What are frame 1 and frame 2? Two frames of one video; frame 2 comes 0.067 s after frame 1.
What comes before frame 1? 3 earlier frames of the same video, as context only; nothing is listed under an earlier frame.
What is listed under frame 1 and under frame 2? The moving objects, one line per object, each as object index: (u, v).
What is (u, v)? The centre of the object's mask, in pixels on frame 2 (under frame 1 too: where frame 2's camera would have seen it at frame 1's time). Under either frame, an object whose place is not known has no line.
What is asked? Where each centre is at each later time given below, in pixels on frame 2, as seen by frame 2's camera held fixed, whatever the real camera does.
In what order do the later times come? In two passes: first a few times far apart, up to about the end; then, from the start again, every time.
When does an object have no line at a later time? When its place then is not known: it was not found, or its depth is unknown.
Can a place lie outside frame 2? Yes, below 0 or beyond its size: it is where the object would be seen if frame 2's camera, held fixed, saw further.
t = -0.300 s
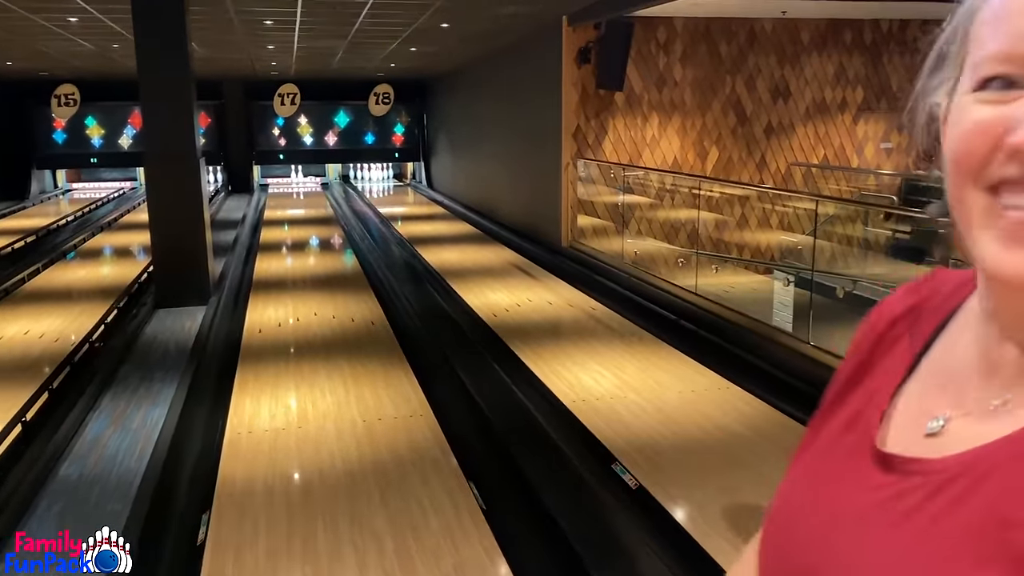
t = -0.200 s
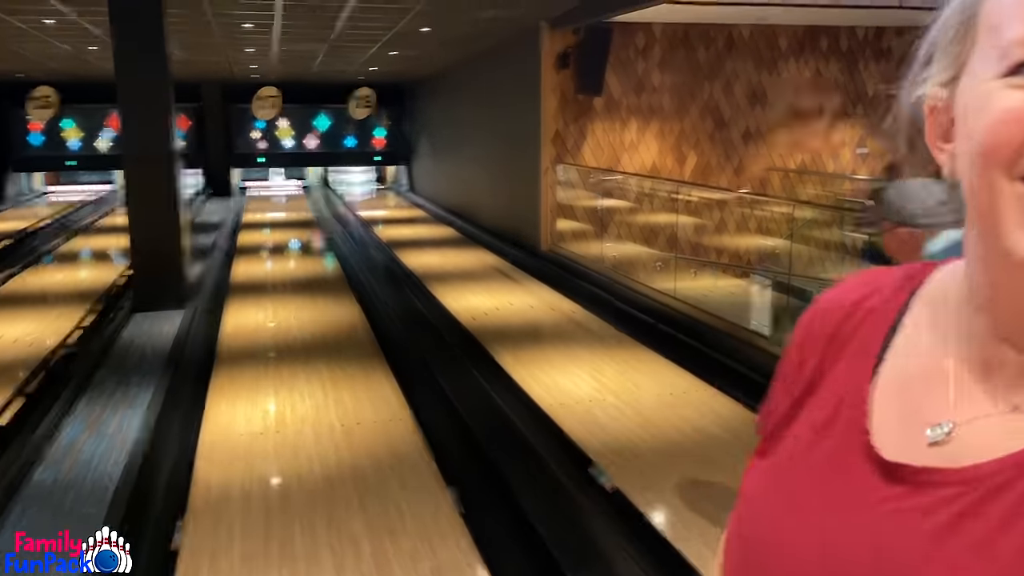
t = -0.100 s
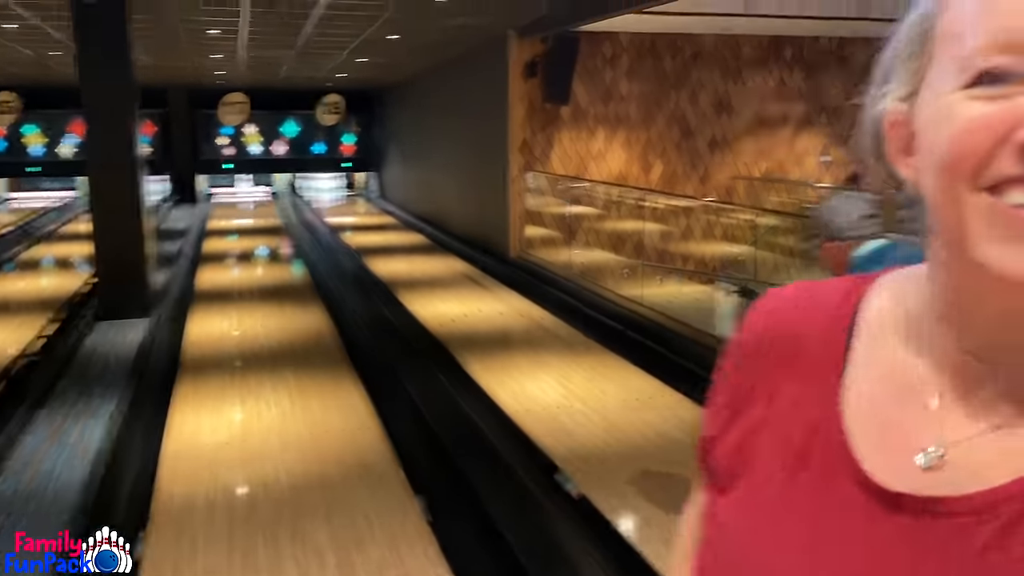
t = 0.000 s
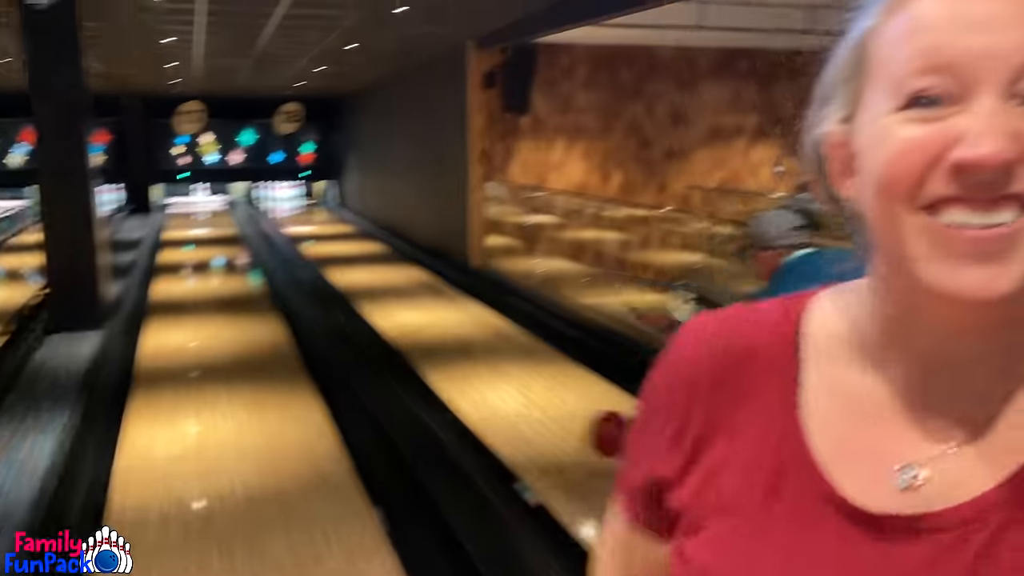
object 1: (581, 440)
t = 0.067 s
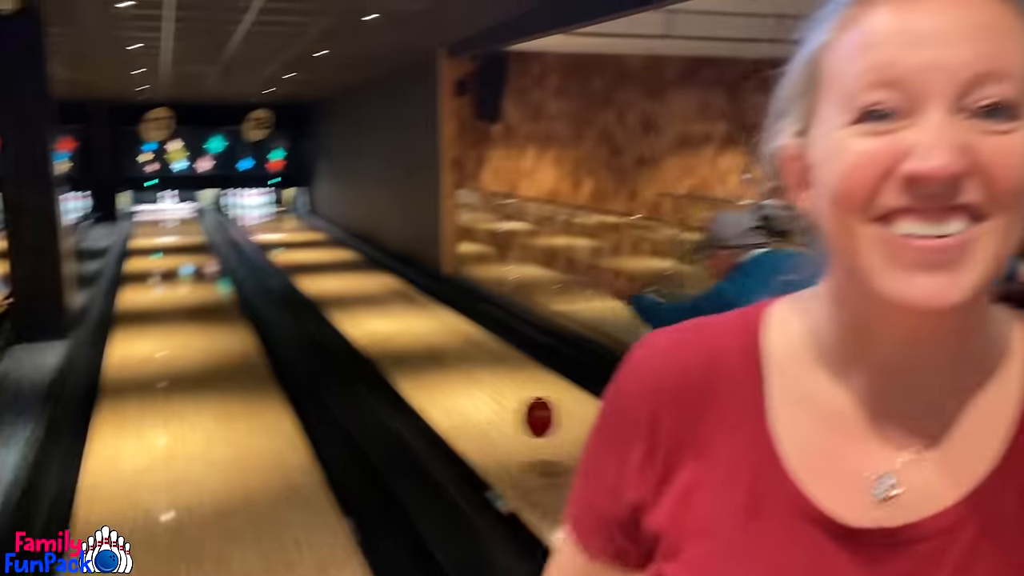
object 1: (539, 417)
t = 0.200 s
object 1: (476, 389)
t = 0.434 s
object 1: (408, 331)
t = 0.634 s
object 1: (370, 298)
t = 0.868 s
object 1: (340, 271)
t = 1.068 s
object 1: (320, 255)
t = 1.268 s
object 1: (306, 242)
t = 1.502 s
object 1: (293, 230)
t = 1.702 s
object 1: (285, 222)
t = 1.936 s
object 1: (277, 213)
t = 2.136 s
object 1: (272, 208)
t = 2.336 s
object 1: (267, 204)
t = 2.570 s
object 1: (271, 199)
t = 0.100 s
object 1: (521, 410)
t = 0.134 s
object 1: (505, 406)
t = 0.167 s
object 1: (490, 401)
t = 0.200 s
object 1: (476, 389)
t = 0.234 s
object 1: (464, 378)
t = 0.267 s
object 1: (453, 369)
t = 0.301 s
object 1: (442, 362)
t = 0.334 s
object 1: (432, 353)
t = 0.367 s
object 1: (424, 346)
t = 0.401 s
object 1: (415, 338)
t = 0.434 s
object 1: (408, 331)
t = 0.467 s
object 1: (401, 323)
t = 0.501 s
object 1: (394, 317)
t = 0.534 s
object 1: (388, 312)
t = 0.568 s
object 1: (382, 307)
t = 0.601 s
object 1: (376, 302)
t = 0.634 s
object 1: (370, 298)
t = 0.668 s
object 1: (365, 294)
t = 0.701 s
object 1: (361, 289)
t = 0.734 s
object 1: (356, 285)
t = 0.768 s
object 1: (351, 282)
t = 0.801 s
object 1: (348, 278)
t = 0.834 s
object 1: (343, 274)
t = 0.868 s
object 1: (340, 271)
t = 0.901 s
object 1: (336, 269)
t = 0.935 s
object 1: (333, 266)
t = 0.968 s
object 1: (329, 263)
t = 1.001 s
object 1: (326, 260)
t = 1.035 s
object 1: (323, 258)
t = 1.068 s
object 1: (320, 255)
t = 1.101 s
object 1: (318, 253)
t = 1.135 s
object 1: (315, 250)
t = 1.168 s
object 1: (313, 247)
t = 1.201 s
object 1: (310, 246)
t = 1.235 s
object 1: (308, 244)
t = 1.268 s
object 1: (306, 242)
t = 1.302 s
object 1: (304, 240)
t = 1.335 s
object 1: (302, 239)
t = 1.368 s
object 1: (300, 237)
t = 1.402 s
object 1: (298, 235)
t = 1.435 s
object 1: (296, 233)
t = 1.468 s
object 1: (295, 231)
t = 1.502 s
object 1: (293, 230)
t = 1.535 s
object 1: (292, 228)
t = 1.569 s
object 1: (290, 227)
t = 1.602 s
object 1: (288, 226)
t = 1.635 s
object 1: (288, 224)
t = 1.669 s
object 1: (286, 223)
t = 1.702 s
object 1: (285, 222)
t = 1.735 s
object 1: (284, 221)
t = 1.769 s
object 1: (282, 219)
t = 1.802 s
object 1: (281, 218)
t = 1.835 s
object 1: (280, 217)
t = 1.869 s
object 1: (279, 215)
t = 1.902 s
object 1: (278, 214)
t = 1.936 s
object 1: (277, 213)
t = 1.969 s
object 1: (276, 213)
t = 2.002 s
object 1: (275, 212)
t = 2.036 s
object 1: (274, 211)
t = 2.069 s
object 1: (273, 210)
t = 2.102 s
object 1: (272, 209)
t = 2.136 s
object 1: (272, 208)
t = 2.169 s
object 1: (271, 207)
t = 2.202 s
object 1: (270, 206)
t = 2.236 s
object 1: (269, 206)
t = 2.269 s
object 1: (268, 206)
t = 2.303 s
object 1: (268, 204)
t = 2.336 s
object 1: (267, 204)
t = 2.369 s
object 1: (266, 203)
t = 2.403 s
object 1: (266, 202)
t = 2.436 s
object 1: (266, 202)
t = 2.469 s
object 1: (266, 201)
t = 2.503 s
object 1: (268, 200)
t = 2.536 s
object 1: (270, 200)
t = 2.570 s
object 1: (271, 199)
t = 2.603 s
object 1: (274, 199)
